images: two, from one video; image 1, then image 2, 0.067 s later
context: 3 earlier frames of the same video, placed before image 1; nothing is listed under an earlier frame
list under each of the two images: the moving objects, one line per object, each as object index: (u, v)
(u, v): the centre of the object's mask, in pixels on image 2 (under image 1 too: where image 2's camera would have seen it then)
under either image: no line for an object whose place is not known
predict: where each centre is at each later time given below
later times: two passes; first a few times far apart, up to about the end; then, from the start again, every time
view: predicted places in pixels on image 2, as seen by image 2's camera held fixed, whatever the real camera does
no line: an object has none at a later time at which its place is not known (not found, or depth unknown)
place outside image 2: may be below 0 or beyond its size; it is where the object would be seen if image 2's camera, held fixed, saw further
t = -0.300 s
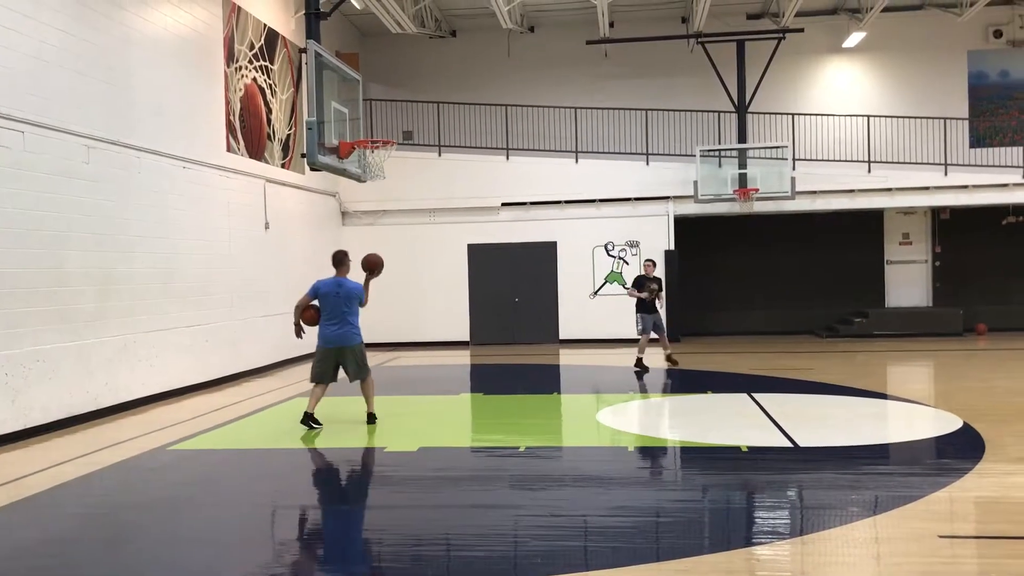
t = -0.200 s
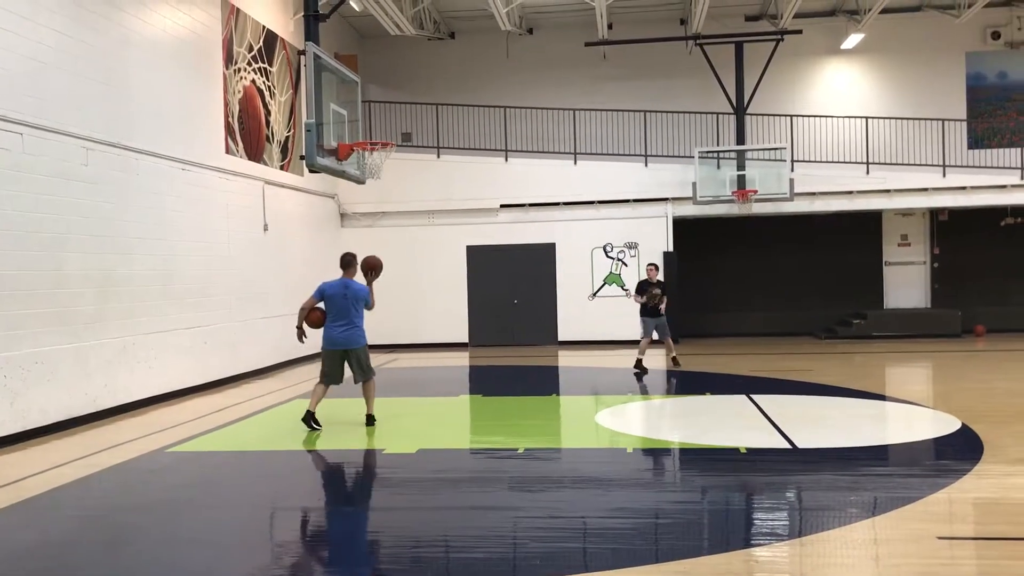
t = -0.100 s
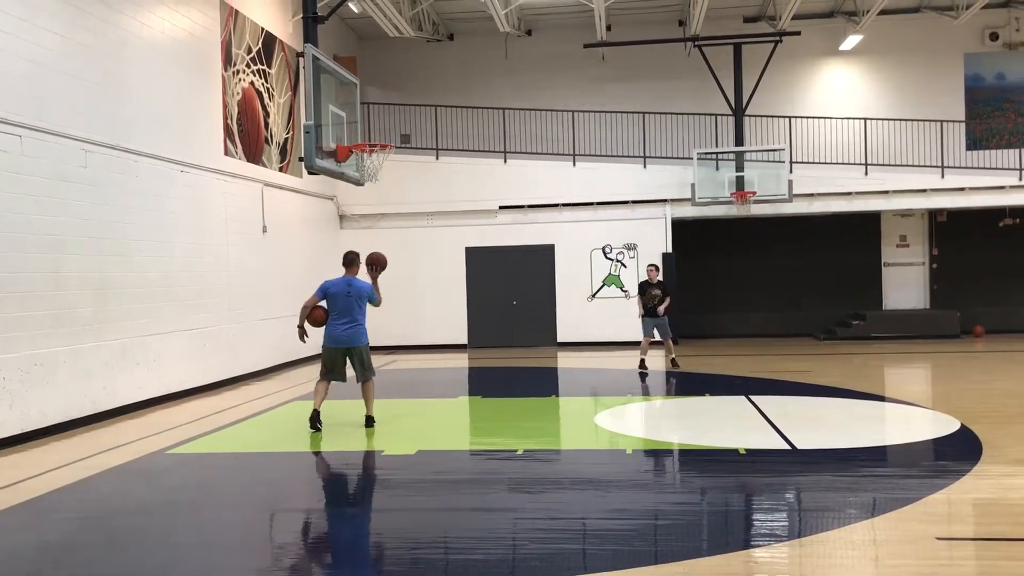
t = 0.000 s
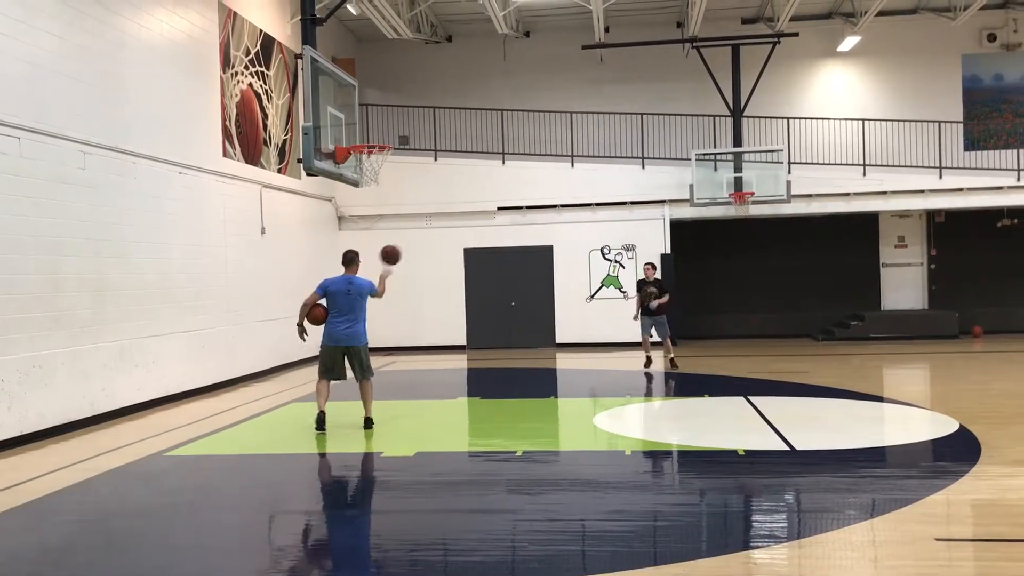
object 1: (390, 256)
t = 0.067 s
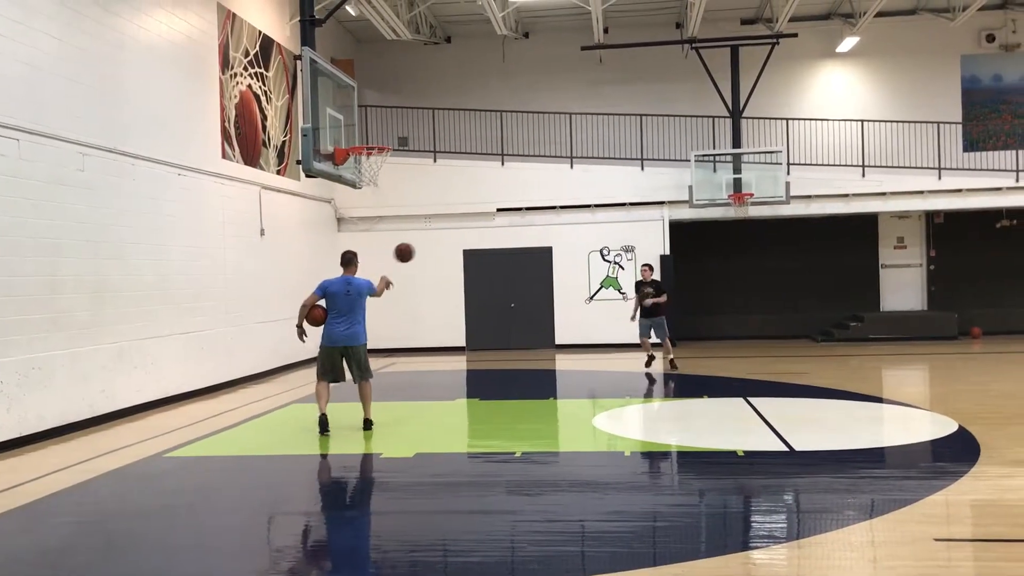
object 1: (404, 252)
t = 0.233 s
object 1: (436, 258)
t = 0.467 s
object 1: (475, 296)
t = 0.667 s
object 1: (502, 352)
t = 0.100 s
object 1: (411, 251)
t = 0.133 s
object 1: (417, 252)
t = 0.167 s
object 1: (424, 253)
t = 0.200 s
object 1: (430, 255)
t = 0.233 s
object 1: (436, 258)
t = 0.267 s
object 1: (442, 261)
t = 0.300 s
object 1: (448, 266)
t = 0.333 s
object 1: (453, 271)
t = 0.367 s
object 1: (458, 276)
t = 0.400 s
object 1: (464, 283)
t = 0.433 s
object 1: (469, 289)
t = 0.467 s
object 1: (475, 296)
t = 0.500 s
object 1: (479, 304)
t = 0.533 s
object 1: (483, 312)
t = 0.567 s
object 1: (490, 322)
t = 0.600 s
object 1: (493, 331)
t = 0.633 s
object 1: (498, 341)
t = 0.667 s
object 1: (502, 352)
